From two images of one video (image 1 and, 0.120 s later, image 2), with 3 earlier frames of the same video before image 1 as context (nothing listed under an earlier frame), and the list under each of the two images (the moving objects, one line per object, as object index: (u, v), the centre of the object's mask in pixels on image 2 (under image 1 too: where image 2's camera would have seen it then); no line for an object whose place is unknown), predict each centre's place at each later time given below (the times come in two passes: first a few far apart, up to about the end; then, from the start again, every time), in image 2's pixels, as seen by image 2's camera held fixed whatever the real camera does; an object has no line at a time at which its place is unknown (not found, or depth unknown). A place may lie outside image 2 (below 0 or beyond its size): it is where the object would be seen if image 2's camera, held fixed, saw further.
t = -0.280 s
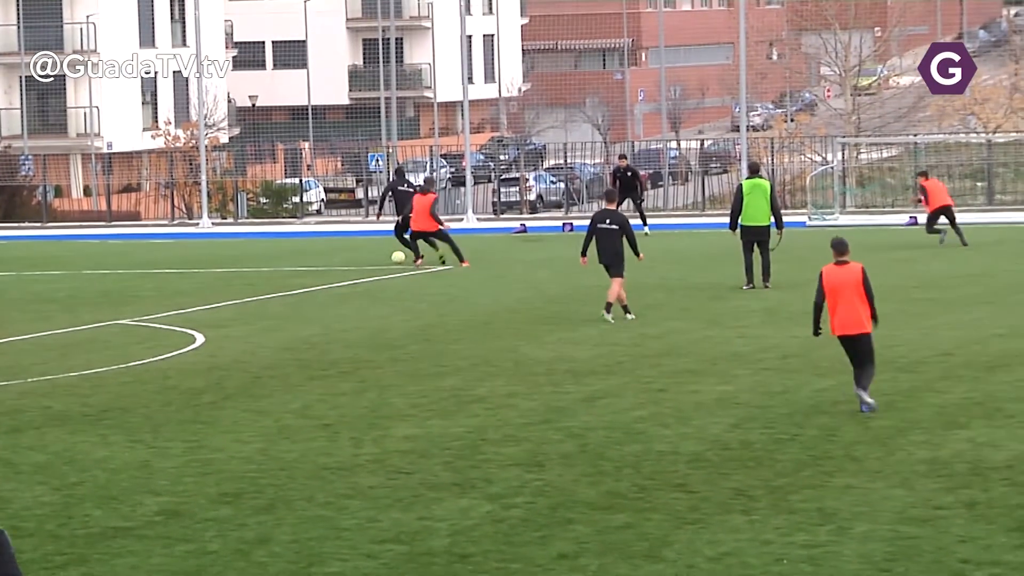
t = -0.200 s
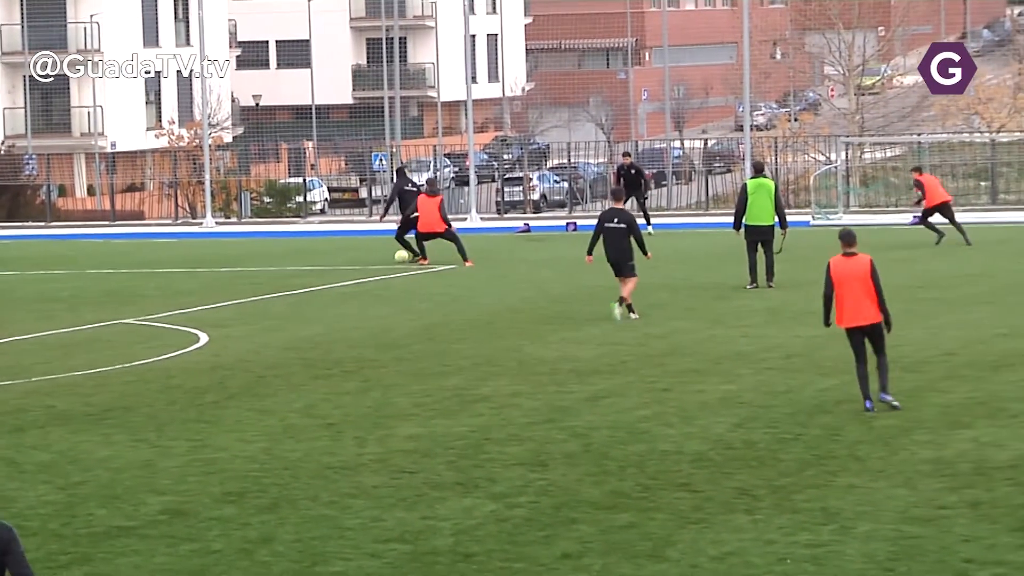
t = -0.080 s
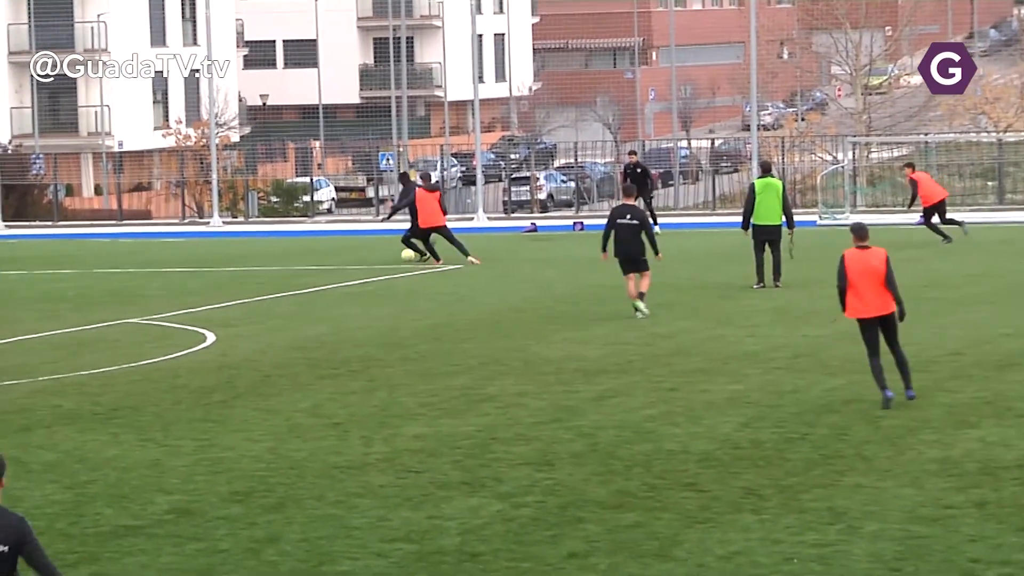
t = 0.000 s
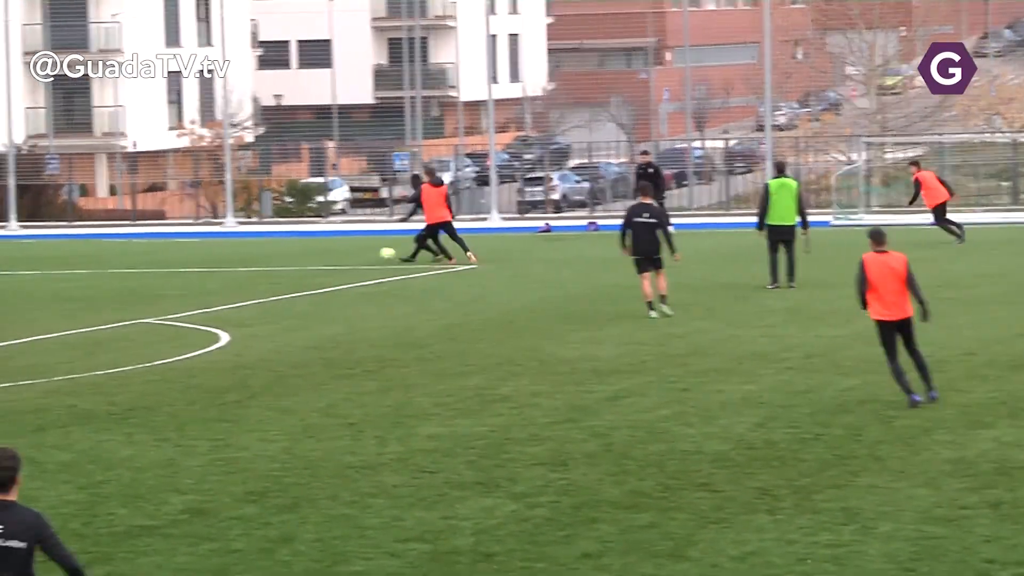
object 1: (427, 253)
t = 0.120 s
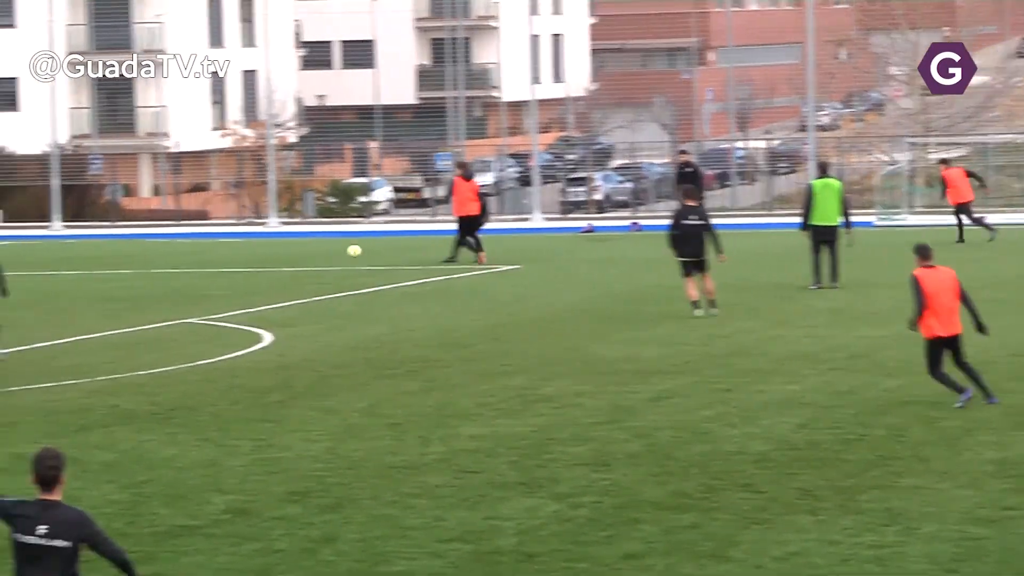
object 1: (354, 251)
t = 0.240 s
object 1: (280, 257)
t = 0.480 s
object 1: (132, 273)
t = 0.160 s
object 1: (329, 252)
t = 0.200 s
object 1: (305, 254)
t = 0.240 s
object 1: (280, 257)
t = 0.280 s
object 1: (255, 262)
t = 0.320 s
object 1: (230, 267)
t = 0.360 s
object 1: (204, 273)
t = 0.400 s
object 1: (180, 275)
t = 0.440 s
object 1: (156, 273)
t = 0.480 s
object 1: (132, 273)
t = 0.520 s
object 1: (107, 274)
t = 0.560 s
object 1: (83, 276)
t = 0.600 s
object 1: (58, 279)
